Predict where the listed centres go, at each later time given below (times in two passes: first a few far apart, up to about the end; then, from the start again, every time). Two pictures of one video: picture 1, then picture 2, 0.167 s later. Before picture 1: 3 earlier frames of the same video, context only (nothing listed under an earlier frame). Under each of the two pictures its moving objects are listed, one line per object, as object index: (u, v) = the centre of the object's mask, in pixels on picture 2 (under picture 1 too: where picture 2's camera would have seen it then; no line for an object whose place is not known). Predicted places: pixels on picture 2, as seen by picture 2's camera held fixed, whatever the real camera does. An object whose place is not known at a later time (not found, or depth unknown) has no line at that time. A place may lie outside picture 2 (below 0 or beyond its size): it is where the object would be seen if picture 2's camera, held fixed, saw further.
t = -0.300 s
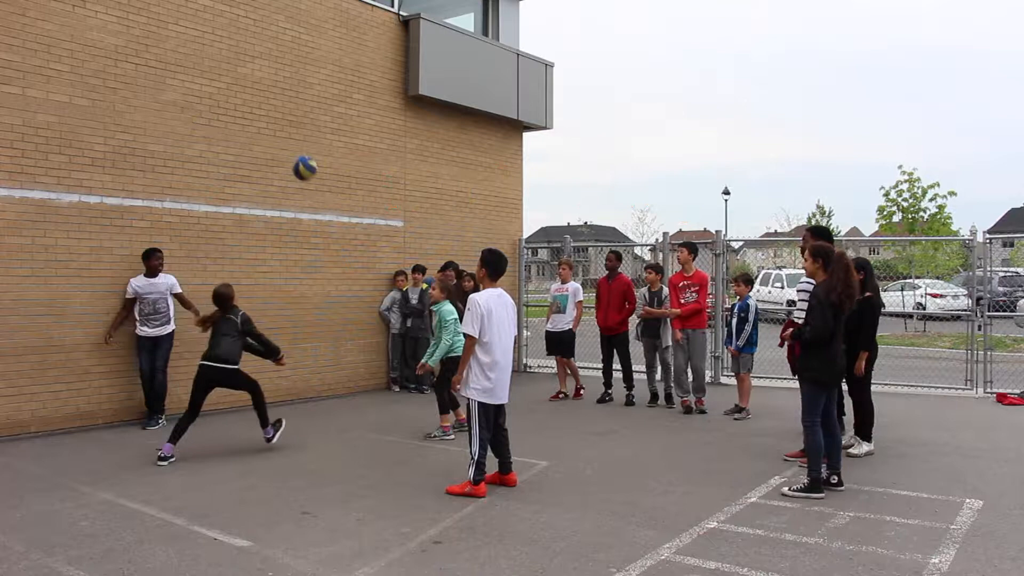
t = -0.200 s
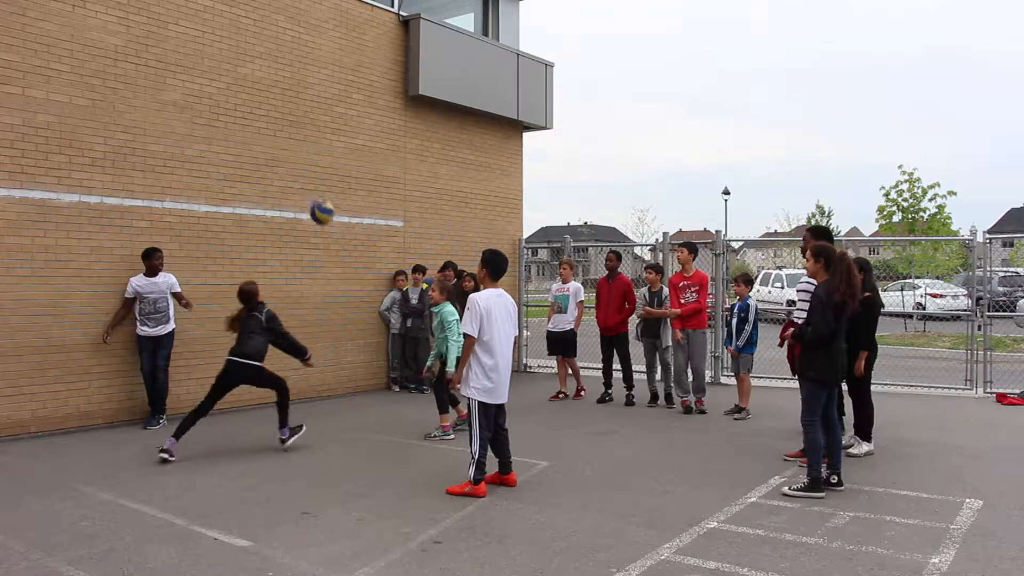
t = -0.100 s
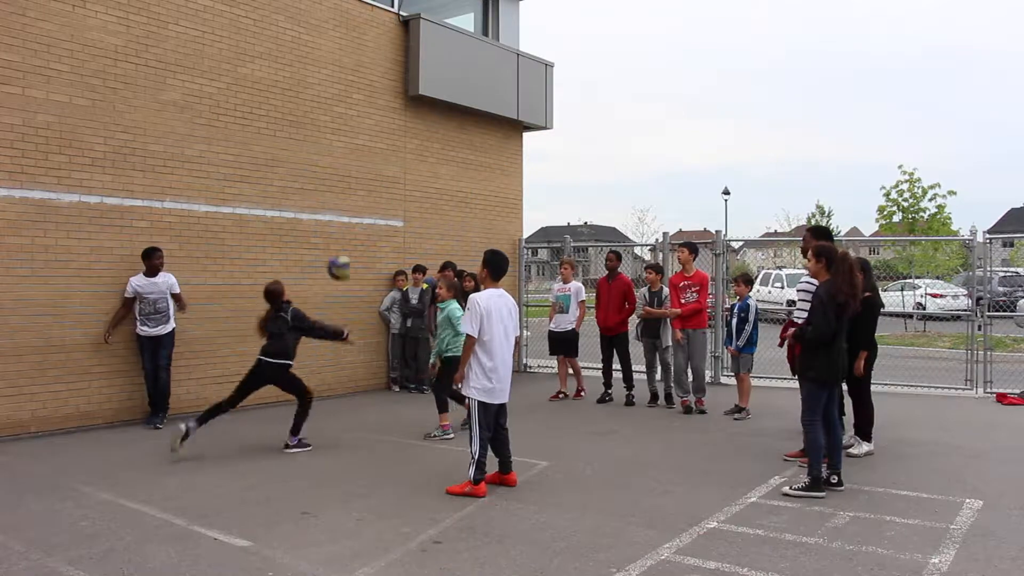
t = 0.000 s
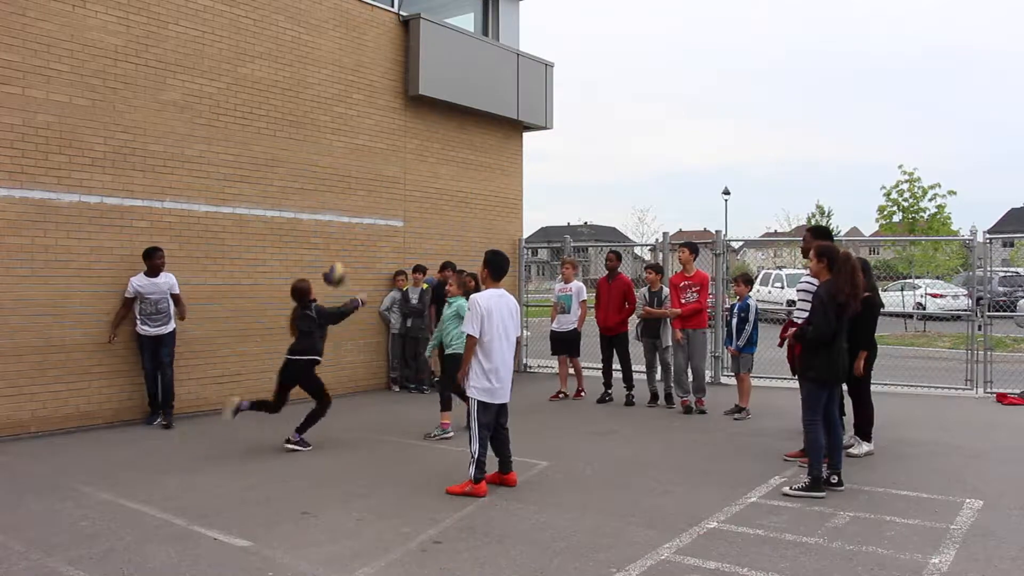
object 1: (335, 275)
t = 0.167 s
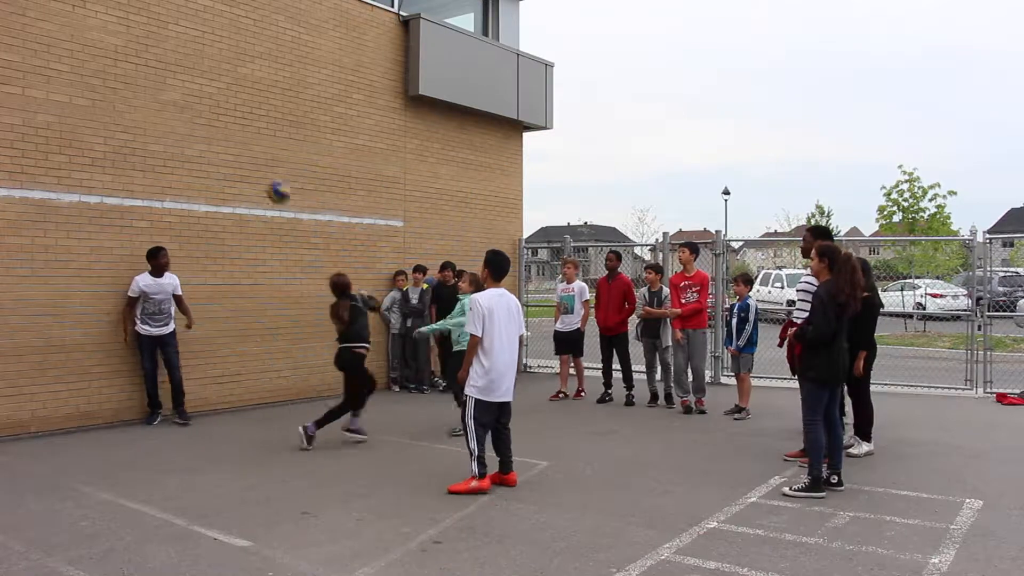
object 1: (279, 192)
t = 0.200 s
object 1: (269, 181)
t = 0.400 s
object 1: (210, 138)
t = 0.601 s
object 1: (207, 117)
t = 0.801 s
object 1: (239, 125)
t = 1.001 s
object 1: (271, 181)
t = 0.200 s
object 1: (269, 181)
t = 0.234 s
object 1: (259, 171)
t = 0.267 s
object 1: (248, 161)
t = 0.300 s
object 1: (239, 154)
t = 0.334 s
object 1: (228, 147)
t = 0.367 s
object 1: (220, 142)
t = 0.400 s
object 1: (210, 138)
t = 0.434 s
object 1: (199, 136)
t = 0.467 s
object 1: (190, 135)
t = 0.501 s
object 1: (192, 129)
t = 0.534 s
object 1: (197, 125)
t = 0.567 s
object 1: (202, 121)
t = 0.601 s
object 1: (207, 117)
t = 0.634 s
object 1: (212, 116)
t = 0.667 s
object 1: (217, 115)
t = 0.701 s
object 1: (223, 116)
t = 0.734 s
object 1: (228, 117)
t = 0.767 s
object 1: (233, 120)
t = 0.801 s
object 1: (239, 125)
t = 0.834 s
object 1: (244, 131)
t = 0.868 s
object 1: (249, 137)
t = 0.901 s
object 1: (254, 145)
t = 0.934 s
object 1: (260, 156)
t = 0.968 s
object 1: (266, 168)
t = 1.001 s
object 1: (271, 181)
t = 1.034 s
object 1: (277, 197)
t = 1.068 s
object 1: (283, 213)
